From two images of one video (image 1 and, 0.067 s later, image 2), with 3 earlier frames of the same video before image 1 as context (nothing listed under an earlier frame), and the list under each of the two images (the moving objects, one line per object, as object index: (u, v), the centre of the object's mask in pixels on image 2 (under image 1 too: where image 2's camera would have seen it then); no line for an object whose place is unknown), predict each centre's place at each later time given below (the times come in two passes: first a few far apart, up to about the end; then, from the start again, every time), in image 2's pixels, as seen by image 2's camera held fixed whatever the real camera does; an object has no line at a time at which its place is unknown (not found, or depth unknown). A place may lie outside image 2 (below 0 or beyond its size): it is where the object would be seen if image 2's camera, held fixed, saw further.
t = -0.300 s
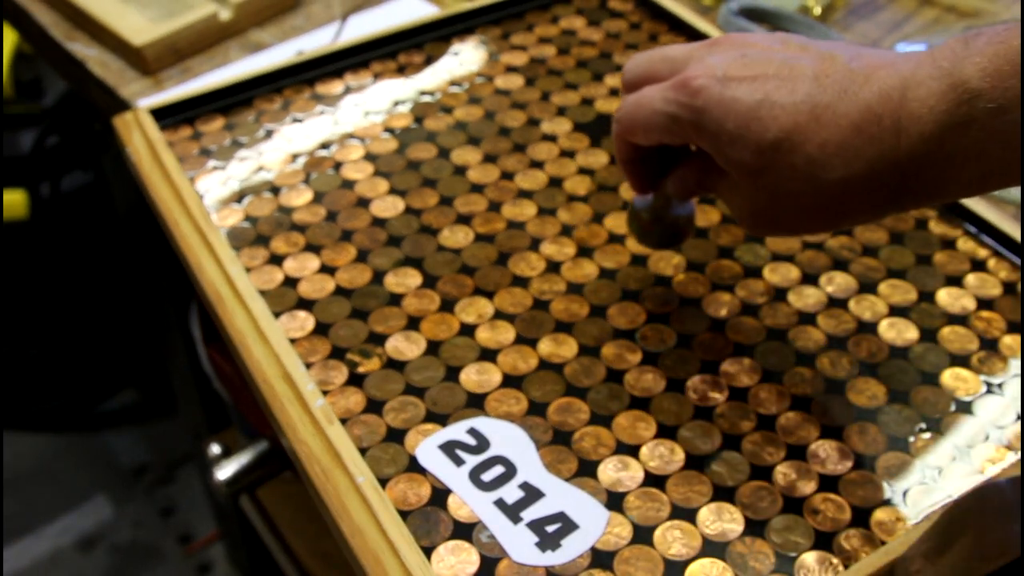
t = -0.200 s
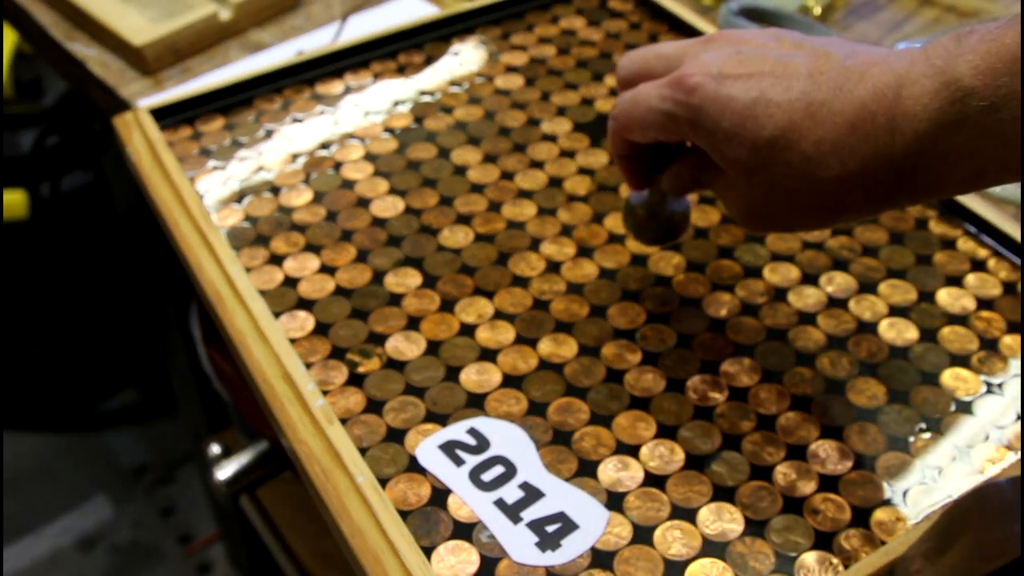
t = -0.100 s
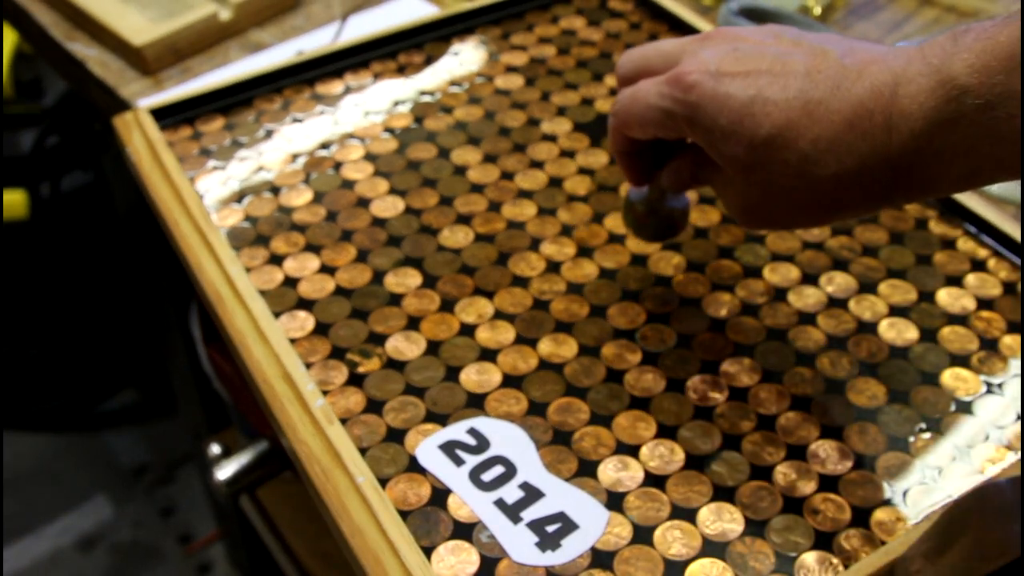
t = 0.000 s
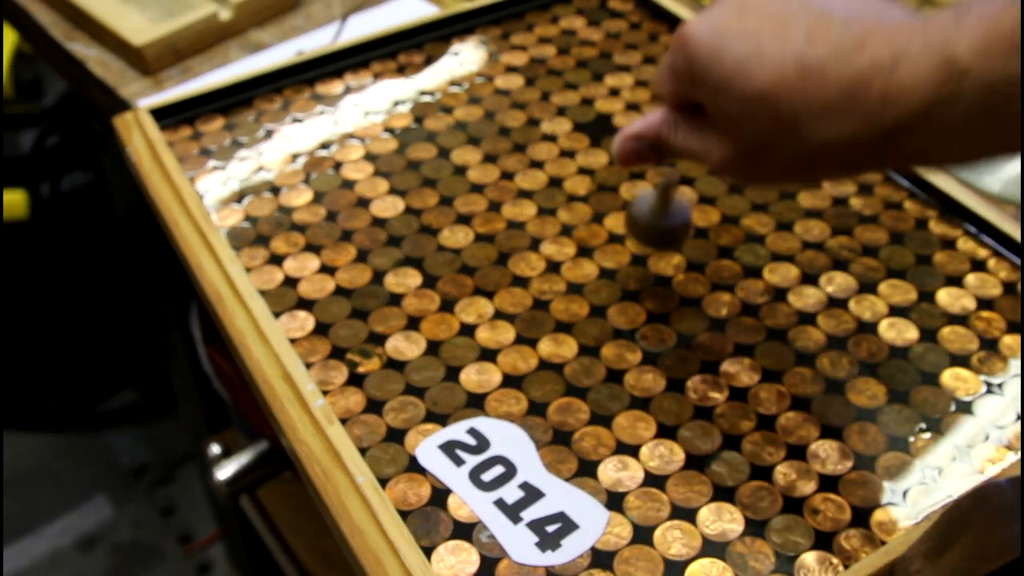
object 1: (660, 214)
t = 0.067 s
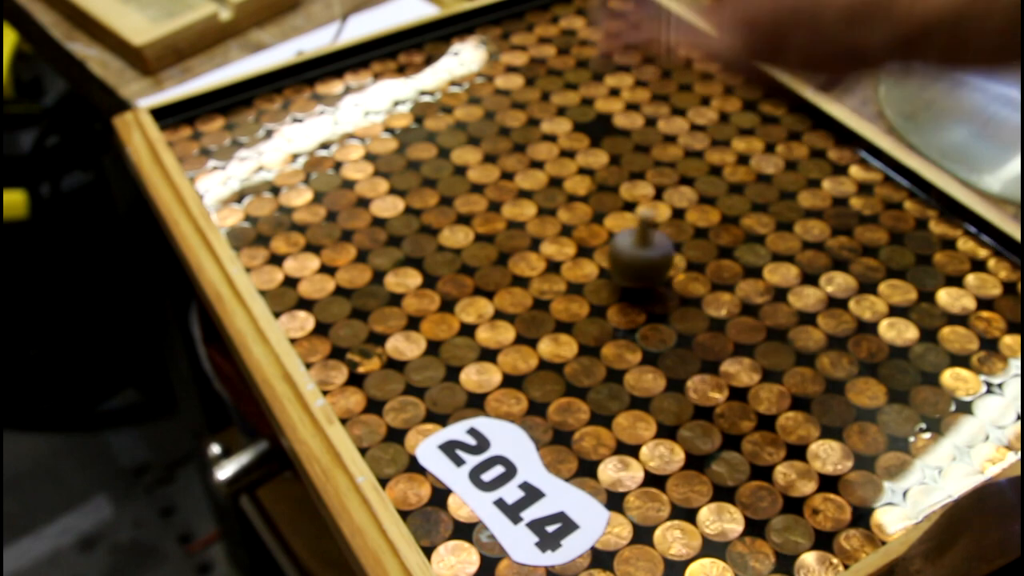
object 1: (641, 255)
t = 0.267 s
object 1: (533, 297)
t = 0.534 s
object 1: (399, 356)
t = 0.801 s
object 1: (430, 368)
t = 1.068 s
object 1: (509, 347)
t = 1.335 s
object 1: (547, 316)
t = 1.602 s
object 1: (585, 300)
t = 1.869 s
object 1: (641, 291)
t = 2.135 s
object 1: (697, 277)
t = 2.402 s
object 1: (739, 268)
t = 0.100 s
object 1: (627, 262)
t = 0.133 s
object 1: (612, 266)
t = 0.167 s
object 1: (593, 271)
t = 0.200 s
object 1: (571, 278)
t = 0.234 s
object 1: (552, 288)
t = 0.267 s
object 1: (533, 297)
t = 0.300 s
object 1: (516, 303)
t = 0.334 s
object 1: (500, 310)
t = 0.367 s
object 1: (485, 318)
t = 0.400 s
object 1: (468, 329)
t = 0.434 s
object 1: (449, 338)
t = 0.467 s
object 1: (428, 346)
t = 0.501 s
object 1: (413, 351)
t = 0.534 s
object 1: (399, 356)
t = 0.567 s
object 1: (386, 363)
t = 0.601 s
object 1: (375, 373)
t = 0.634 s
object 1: (362, 381)
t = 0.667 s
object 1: (378, 381)
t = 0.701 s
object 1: (392, 380)
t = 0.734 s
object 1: (403, 377)
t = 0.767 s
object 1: (415, 374)
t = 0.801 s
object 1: (430, 368)
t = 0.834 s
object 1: (442, 362)
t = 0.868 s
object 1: (457, 357)
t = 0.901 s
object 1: (472, 356)
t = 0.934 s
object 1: (485, 353)
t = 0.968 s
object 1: (495, 351)
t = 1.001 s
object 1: (502, 352)
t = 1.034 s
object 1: (506, 350)
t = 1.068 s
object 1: (509, 347)
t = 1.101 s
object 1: (512, 342)
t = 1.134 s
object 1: (516, 336)
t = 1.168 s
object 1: (523, 330)
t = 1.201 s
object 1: (528, 326)
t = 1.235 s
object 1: (533, 322)
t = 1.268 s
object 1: (540, 321)
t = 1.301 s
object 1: (544, 318)
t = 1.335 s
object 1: (547, 316)
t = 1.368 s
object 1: (551, 314)
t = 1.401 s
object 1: (554, 314)
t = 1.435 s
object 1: (556, 312)
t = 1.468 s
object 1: (561, 309)
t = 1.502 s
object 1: (566, 308)
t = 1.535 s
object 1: (571, 305)
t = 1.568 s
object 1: (577, 303)
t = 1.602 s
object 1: (585, 300)
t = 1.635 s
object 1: (592, 299)
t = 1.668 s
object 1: (598, 298)
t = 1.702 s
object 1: (604, 296)
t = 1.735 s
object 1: (613, 294)
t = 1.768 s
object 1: (621, 294)
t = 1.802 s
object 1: (627, 294)
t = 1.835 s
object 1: (635, 292)
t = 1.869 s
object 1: (641, 291)
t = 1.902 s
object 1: (649, 288)
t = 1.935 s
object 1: (656, 286)
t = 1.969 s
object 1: (663, 285)
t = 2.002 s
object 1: (669, 285)
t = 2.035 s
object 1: (675, 282)
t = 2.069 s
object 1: (680, 280)
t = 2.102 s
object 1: (688, 278)
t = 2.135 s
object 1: (697, 277)
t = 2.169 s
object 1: (701, 277)
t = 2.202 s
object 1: (706, 275)
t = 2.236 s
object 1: (710, 272)
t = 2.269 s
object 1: (717, 270)
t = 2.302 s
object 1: (723, 270)
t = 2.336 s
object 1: (729, 269)
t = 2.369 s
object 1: (736, 267)
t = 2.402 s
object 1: (739, 268)
